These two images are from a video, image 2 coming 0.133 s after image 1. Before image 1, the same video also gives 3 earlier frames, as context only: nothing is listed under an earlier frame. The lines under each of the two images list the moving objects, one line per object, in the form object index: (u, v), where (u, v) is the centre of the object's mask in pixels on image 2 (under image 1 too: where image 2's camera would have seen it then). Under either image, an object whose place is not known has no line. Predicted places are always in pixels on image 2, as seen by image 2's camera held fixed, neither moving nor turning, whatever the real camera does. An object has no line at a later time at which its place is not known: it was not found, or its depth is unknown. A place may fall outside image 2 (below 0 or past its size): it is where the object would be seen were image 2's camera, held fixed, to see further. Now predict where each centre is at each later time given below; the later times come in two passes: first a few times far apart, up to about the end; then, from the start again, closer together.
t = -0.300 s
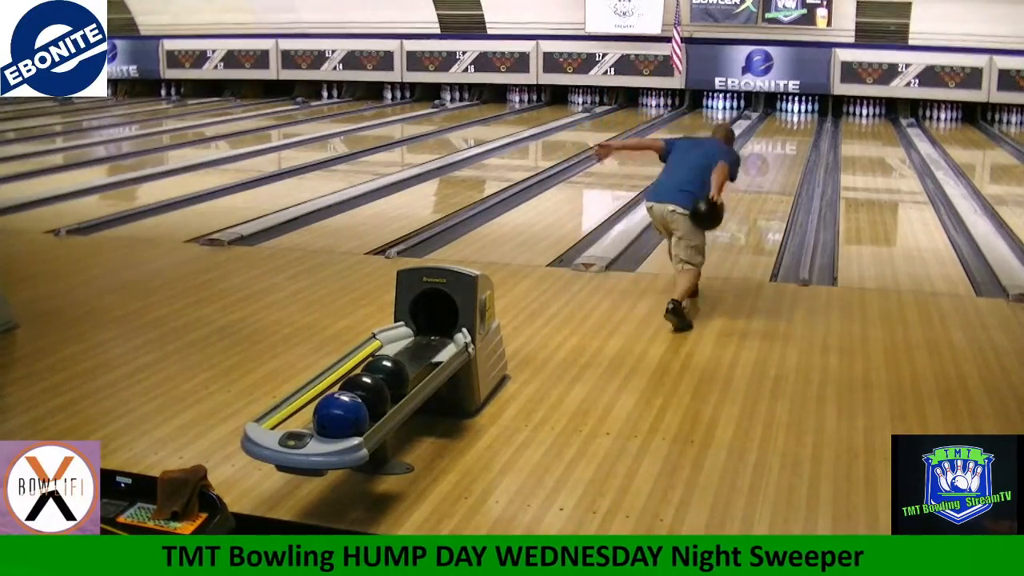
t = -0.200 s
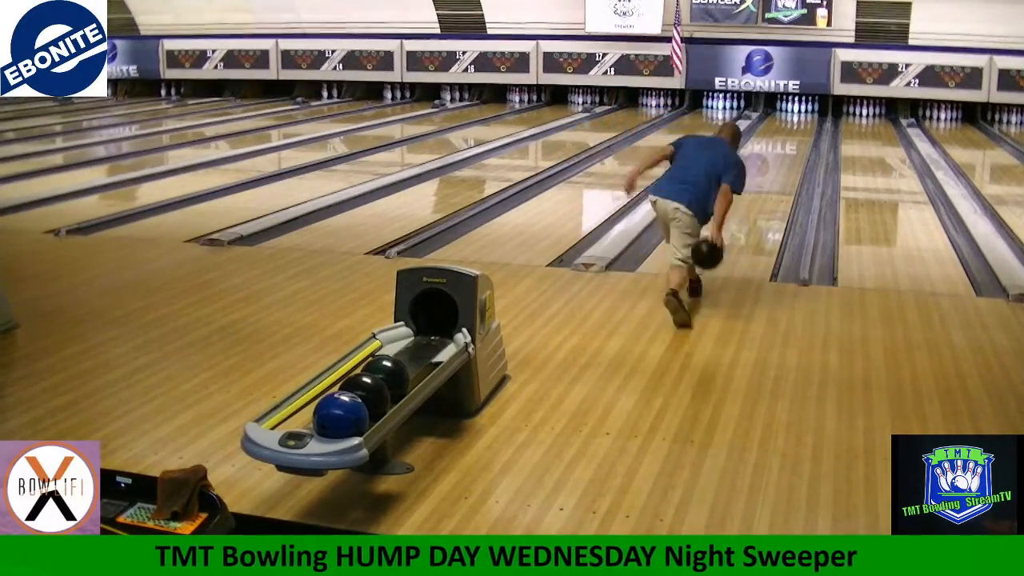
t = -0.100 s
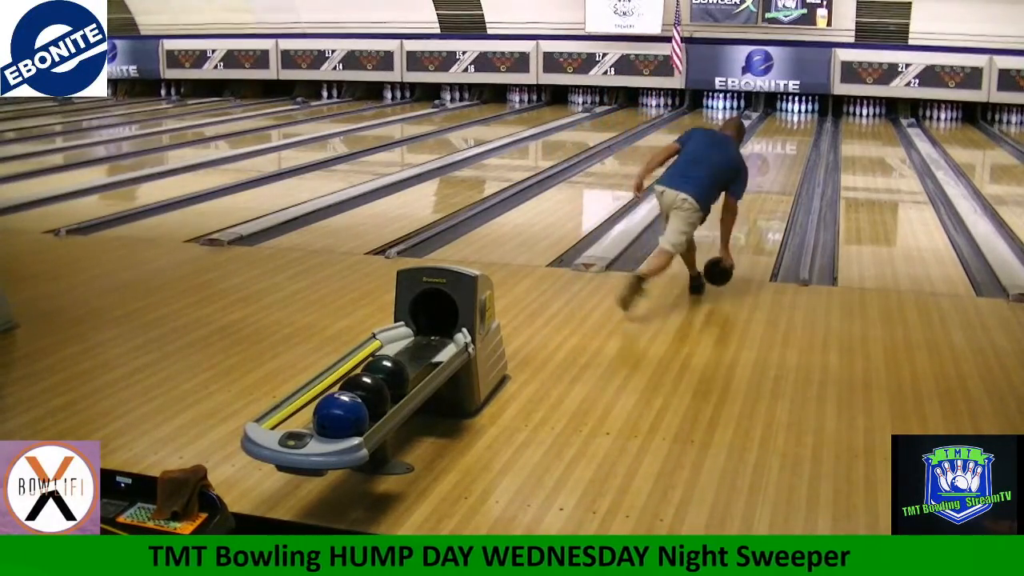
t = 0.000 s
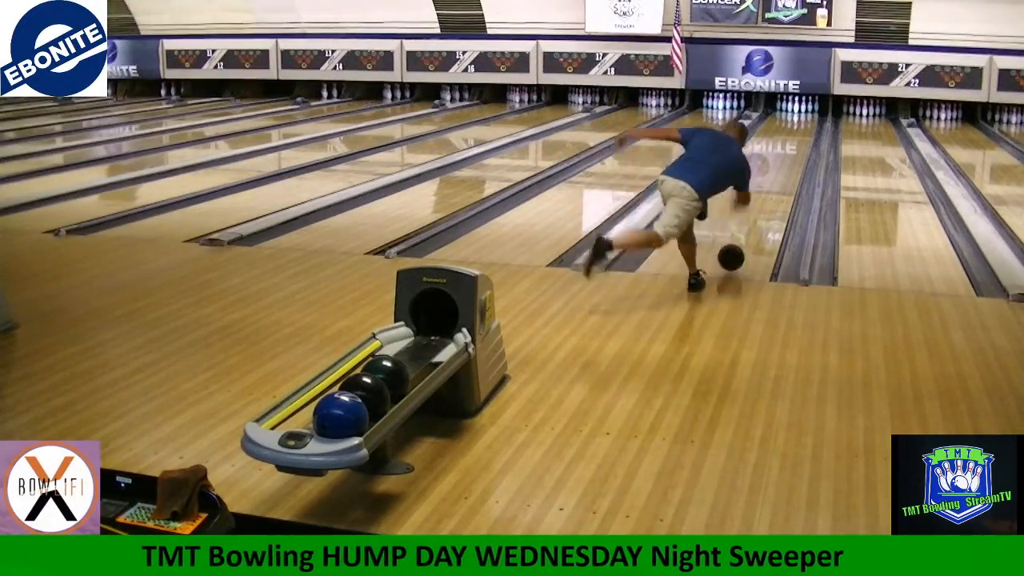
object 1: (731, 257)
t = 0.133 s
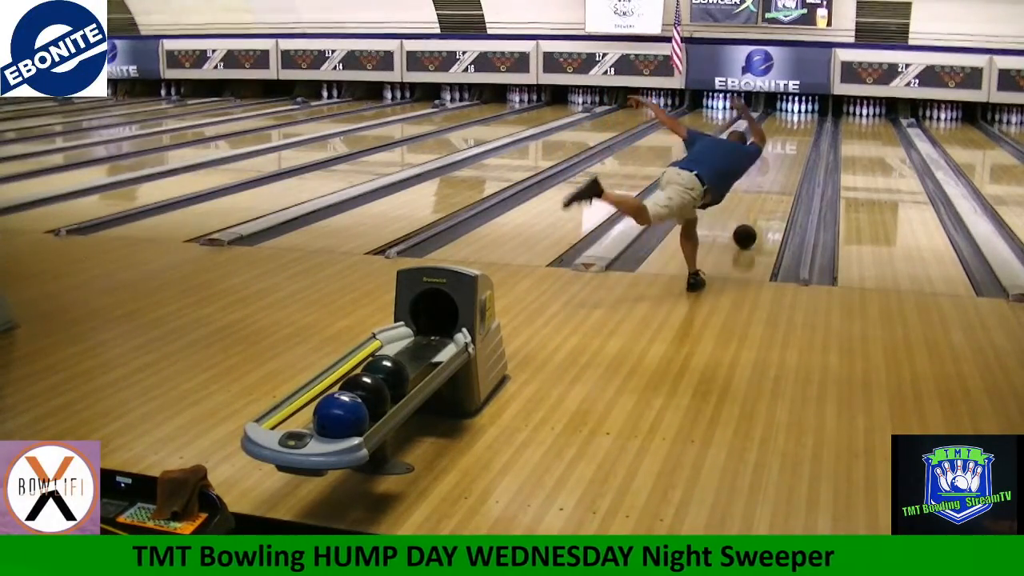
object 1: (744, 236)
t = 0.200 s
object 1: (750, 226)
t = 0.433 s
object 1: (771, 196)
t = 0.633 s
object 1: (776, 179)
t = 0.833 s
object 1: (784, 164)
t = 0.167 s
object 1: (747, 231)
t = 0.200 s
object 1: (750, 226)
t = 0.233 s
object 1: (753, 221)
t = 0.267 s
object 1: (755, 217)
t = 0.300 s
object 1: (758, 213)
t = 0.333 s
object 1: (760, 209)
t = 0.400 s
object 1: (764, 201)
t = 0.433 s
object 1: (771, 196)
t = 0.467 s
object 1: (768, 194)
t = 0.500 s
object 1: (770, 190)
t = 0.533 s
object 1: (771, 187)
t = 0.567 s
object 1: (773, 184)
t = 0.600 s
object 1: (774, 181)
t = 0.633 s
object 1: (776, 179)
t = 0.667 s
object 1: (777, 176)
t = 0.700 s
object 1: (779, 173)
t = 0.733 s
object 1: (780, 171)
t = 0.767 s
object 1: (781, 168)
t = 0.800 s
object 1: (782, 166)
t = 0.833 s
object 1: (784, 164)
